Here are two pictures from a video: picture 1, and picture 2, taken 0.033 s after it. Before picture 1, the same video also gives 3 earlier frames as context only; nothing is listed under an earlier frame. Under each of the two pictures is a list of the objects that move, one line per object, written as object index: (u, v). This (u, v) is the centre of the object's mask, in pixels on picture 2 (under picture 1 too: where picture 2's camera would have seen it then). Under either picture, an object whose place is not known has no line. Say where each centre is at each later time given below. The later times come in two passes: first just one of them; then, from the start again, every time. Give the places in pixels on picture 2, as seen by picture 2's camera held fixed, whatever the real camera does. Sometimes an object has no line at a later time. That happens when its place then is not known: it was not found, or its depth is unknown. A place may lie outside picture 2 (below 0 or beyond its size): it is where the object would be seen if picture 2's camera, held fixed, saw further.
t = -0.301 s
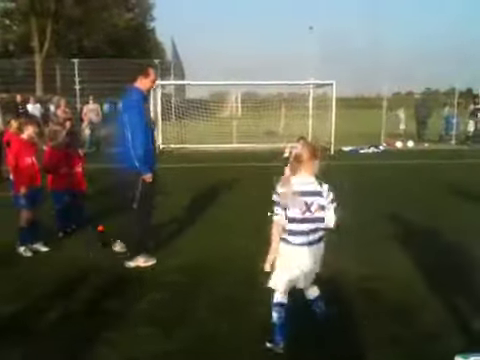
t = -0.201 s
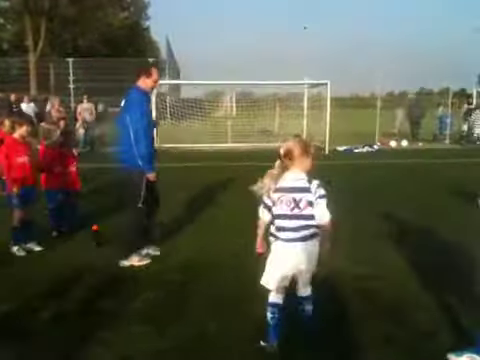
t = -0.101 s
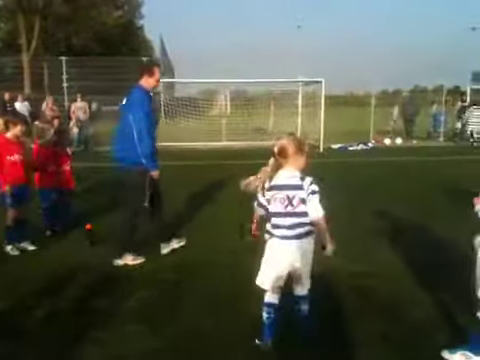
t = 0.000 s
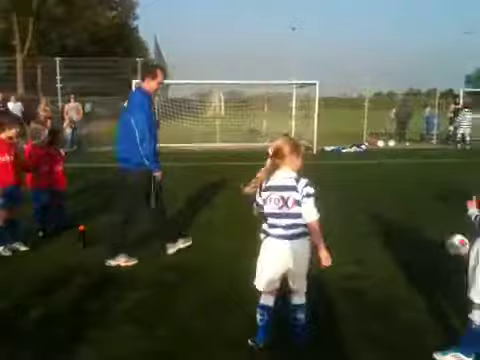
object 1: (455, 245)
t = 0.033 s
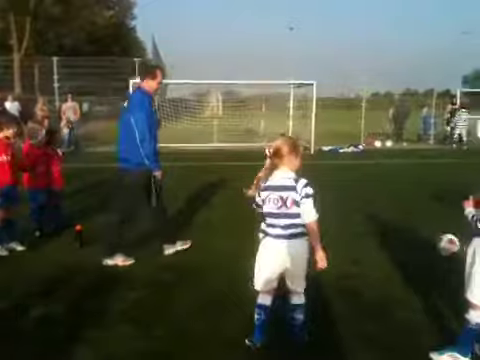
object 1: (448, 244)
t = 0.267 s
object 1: (407, 244)
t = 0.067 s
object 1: (442, 243)
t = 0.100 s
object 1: (436, 244)
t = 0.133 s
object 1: (430, 243)
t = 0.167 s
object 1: (424, 244)
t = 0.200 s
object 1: (419, 244)
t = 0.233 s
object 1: (413, 243)
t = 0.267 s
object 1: (407, 244)
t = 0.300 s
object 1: (402, 243)
